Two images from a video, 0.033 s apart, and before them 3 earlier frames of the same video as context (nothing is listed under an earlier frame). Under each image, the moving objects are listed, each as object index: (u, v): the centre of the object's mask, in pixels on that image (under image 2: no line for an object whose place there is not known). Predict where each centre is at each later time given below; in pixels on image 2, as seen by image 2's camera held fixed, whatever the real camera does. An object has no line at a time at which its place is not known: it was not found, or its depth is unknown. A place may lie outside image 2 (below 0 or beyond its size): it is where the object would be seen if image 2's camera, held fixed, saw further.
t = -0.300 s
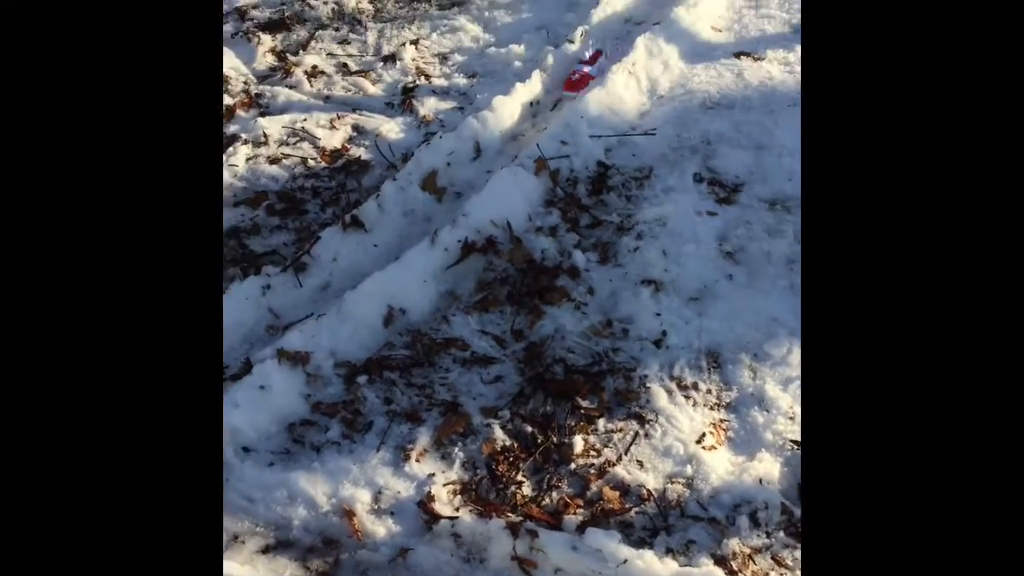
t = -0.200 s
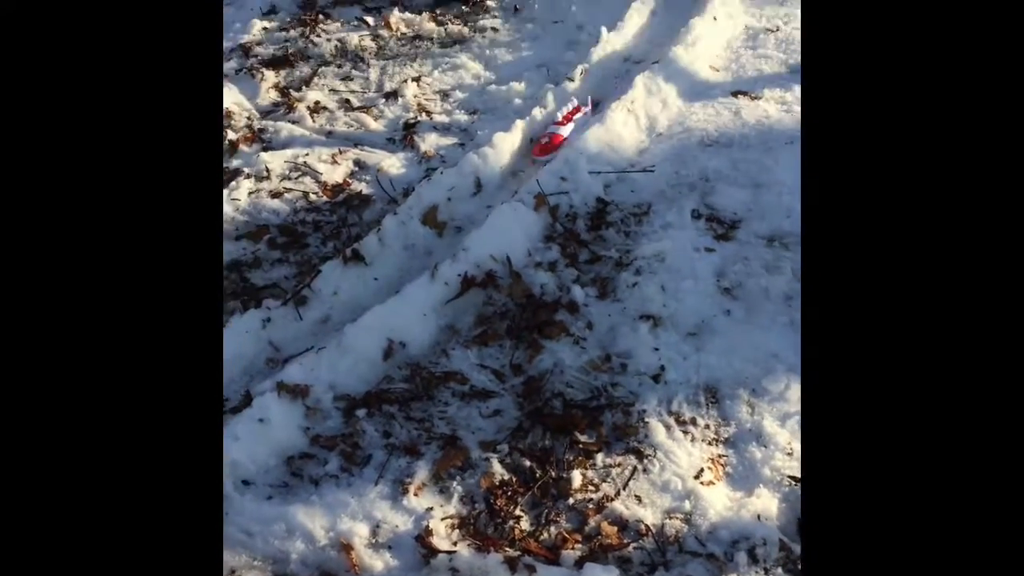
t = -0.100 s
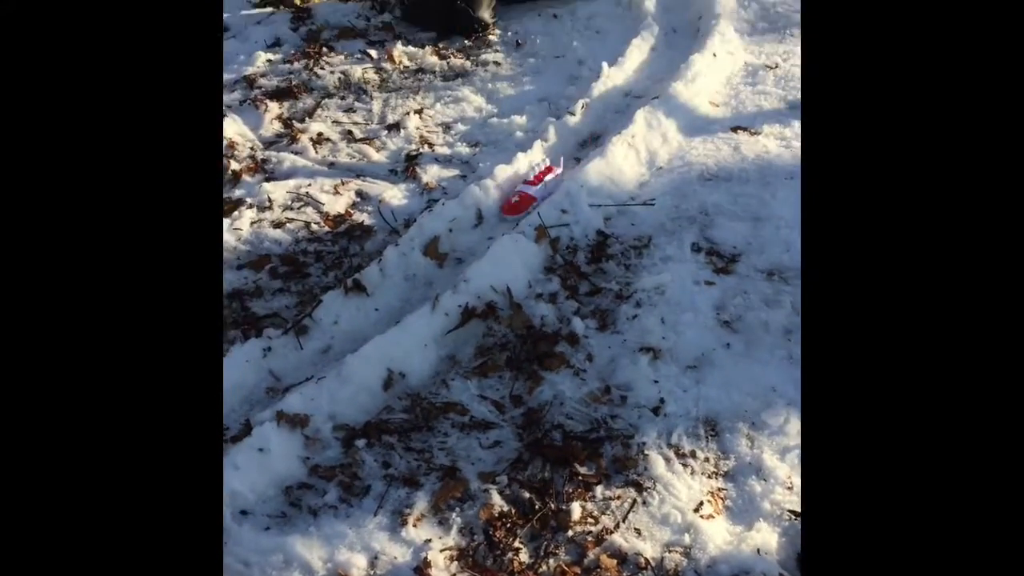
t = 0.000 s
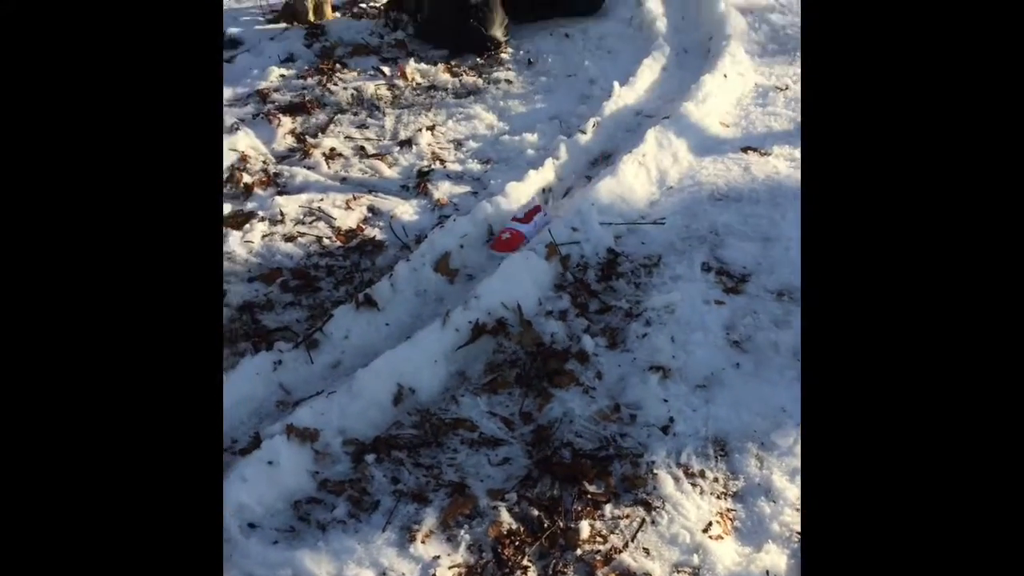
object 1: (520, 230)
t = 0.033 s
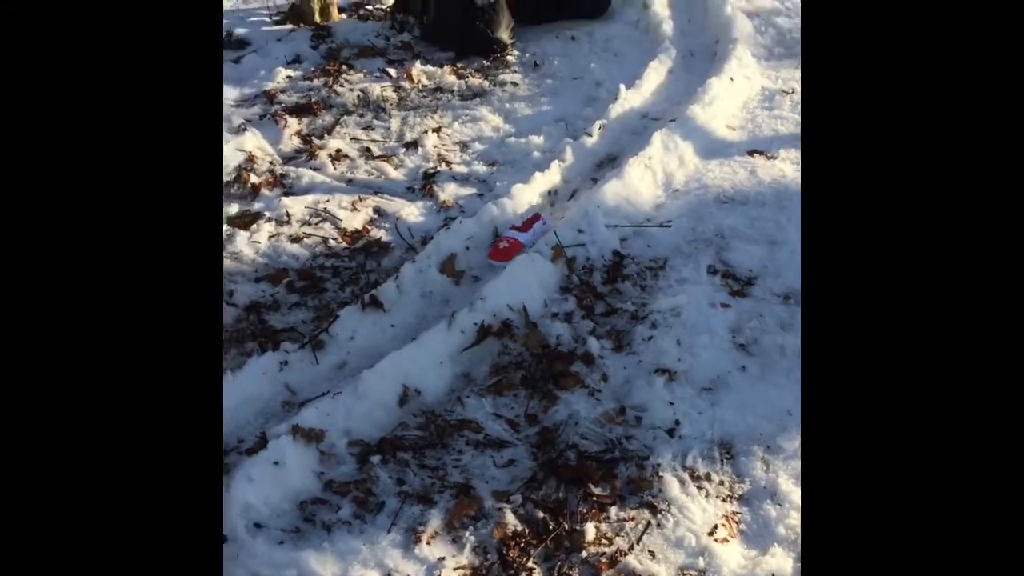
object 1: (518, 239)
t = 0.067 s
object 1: (511, 244)
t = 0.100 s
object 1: (502, 253)
